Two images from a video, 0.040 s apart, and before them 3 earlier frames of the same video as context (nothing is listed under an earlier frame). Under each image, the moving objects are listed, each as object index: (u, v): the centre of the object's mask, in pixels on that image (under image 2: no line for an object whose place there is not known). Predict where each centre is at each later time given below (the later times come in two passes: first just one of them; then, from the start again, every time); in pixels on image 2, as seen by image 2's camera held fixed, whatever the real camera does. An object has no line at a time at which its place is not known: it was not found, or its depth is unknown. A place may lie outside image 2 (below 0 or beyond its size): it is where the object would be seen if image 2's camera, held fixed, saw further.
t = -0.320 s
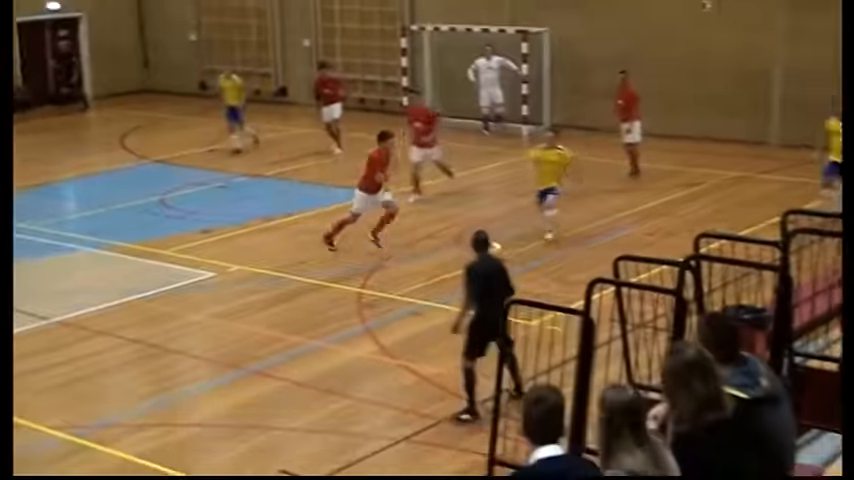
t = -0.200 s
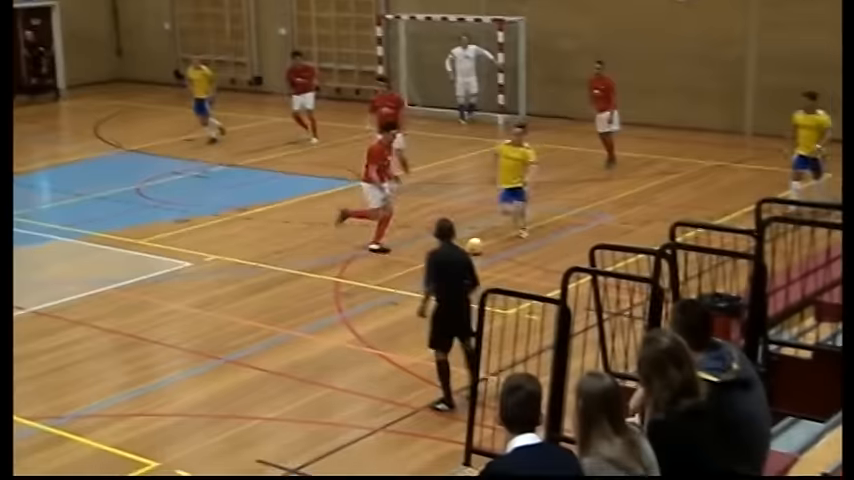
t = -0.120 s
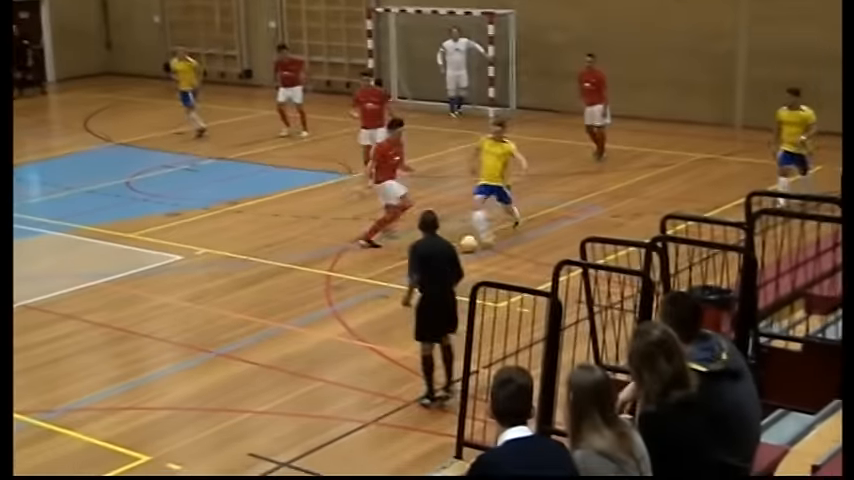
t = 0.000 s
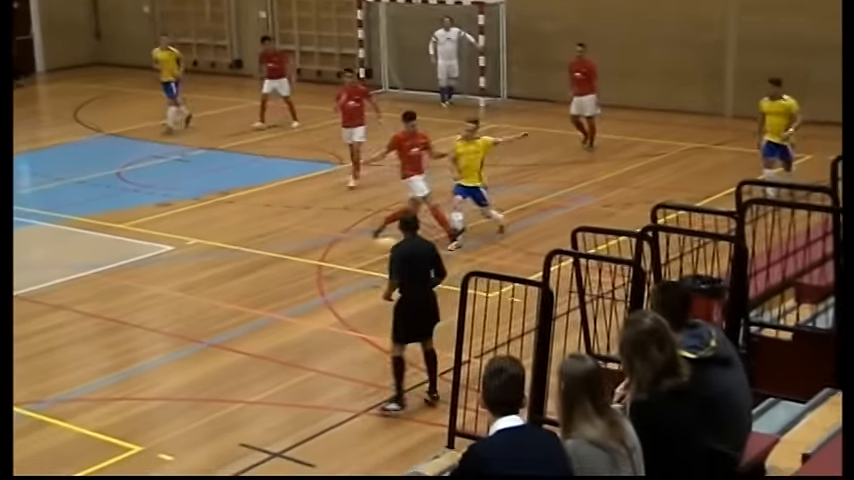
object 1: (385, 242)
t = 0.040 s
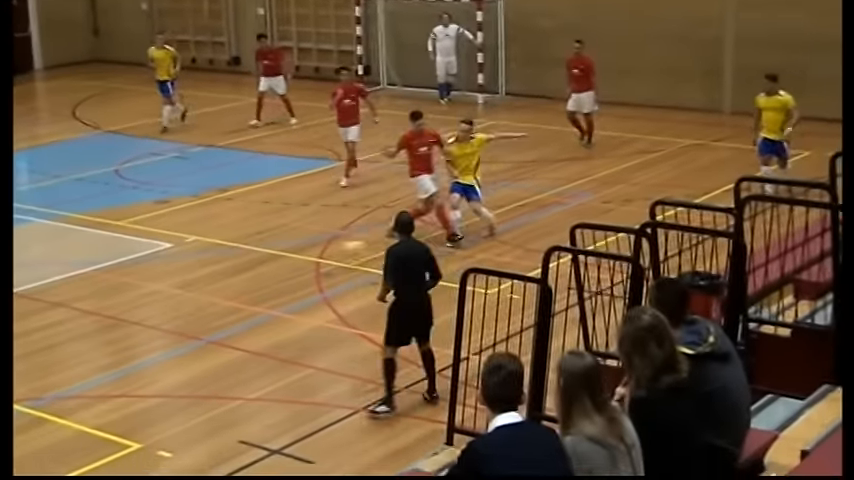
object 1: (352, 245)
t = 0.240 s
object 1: (182, 296)
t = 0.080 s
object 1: (320, 255)
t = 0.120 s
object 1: (288, 266)
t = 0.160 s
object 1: (254, 281)
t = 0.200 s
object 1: (221, 291)
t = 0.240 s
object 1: (182, 296)
